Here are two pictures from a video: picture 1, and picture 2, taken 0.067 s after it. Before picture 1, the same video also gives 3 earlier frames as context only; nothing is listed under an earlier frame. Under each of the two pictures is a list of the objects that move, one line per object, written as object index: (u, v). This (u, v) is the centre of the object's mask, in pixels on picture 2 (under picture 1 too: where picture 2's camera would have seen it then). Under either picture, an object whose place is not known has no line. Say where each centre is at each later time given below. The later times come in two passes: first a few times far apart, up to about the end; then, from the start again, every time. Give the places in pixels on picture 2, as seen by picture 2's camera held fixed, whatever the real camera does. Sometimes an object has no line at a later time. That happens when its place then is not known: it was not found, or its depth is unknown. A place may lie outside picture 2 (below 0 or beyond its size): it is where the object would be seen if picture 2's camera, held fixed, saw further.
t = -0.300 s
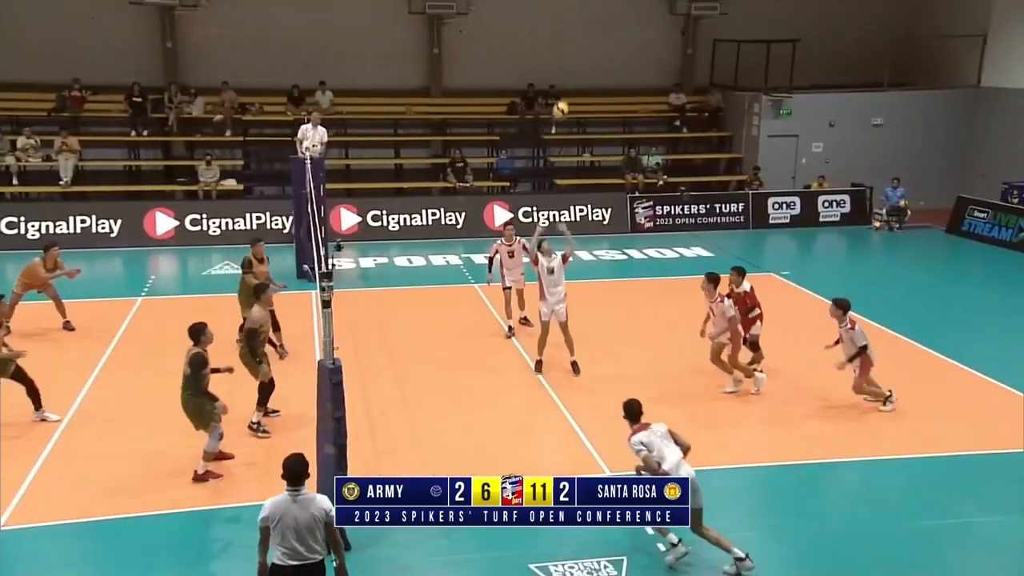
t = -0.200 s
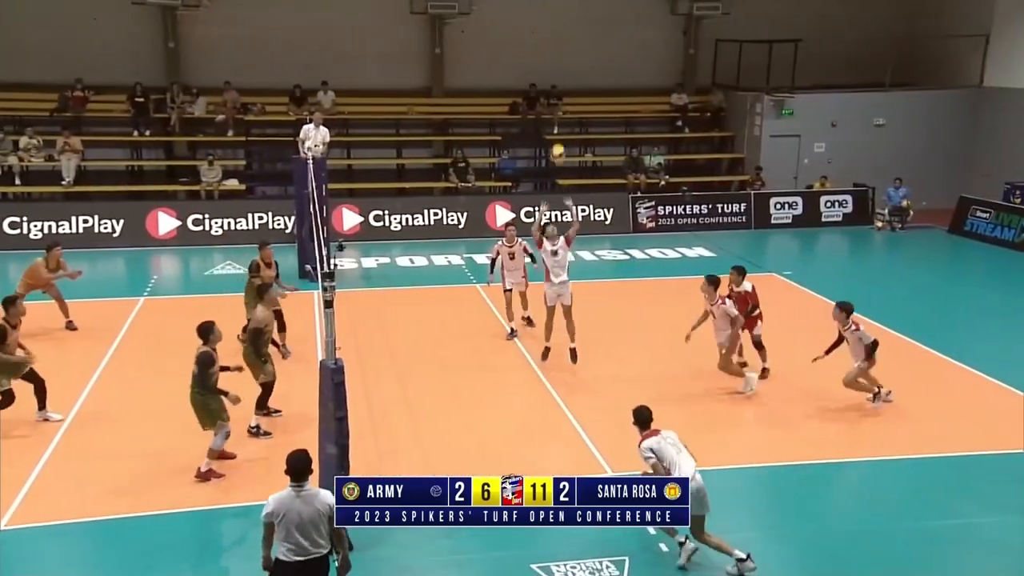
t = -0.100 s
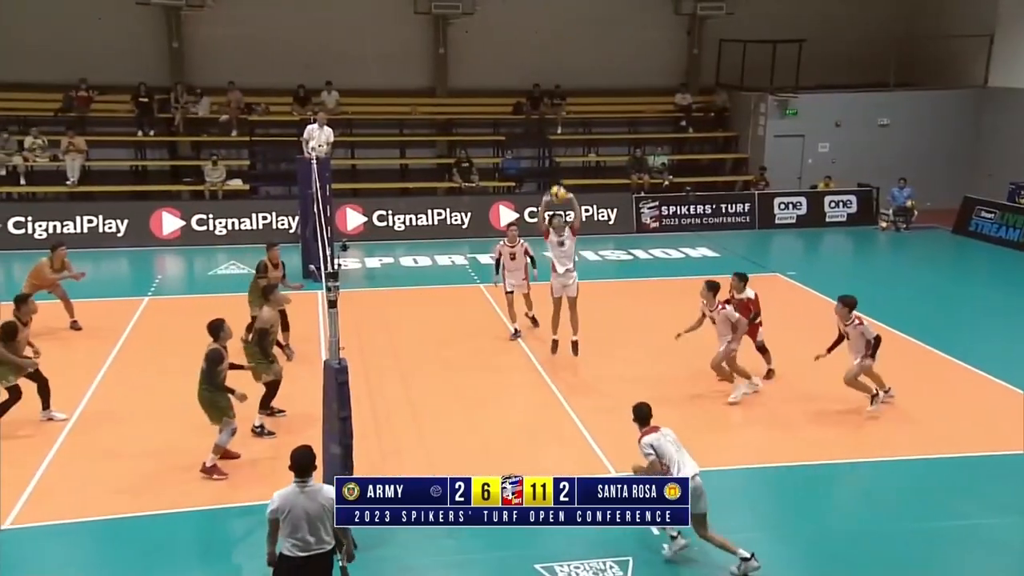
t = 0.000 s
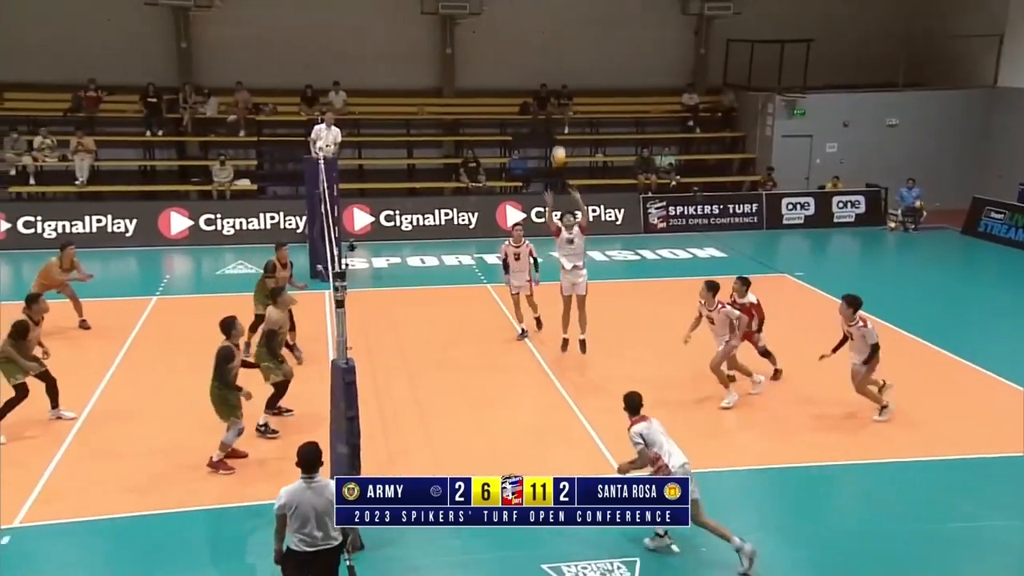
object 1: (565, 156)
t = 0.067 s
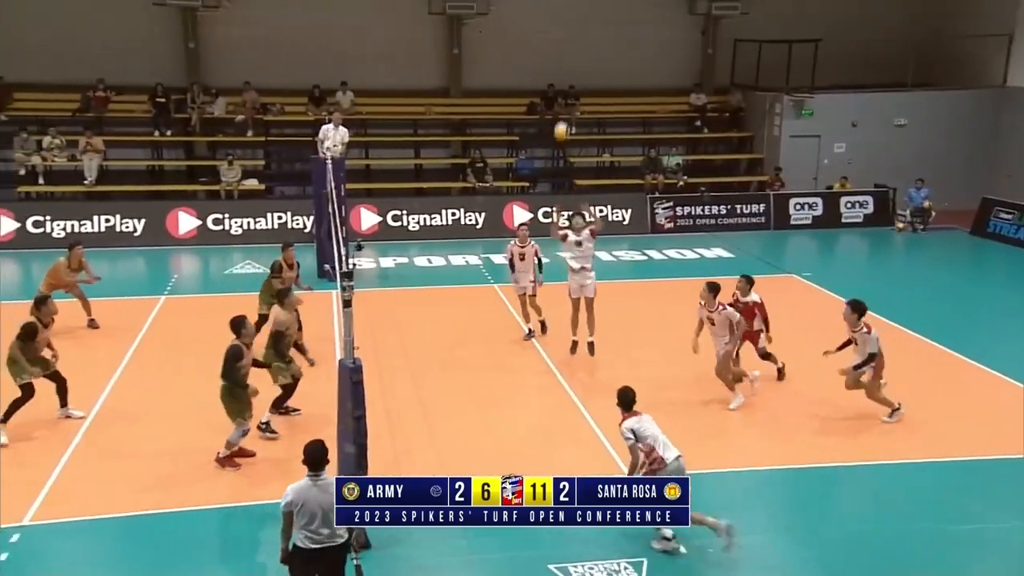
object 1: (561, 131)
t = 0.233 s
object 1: (551, 84)
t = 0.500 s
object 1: (532, 50)
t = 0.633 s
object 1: (521, 56)
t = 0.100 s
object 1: (559, 120)
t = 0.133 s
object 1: (557, 110)
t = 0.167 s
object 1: (555, 100)
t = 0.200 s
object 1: (553, 92)
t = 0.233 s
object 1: (551, 84)
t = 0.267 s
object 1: (549, 76)
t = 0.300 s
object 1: (546, 70)
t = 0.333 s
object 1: (544, 64)
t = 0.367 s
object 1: (542, 60)
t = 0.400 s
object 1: (539, 56)
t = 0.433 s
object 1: (537, 53)
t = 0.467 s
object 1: (534, 52)
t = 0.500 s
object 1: (532, 50)
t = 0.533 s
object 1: (529, 50)
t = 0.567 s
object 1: (527, 51)
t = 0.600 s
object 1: (524, 53)
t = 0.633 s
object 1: (521, 56)
